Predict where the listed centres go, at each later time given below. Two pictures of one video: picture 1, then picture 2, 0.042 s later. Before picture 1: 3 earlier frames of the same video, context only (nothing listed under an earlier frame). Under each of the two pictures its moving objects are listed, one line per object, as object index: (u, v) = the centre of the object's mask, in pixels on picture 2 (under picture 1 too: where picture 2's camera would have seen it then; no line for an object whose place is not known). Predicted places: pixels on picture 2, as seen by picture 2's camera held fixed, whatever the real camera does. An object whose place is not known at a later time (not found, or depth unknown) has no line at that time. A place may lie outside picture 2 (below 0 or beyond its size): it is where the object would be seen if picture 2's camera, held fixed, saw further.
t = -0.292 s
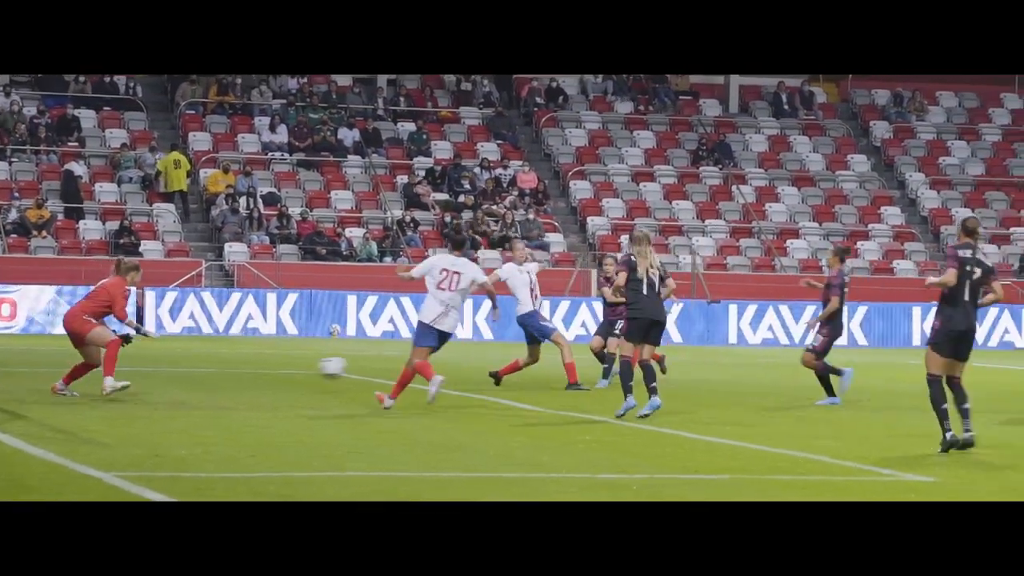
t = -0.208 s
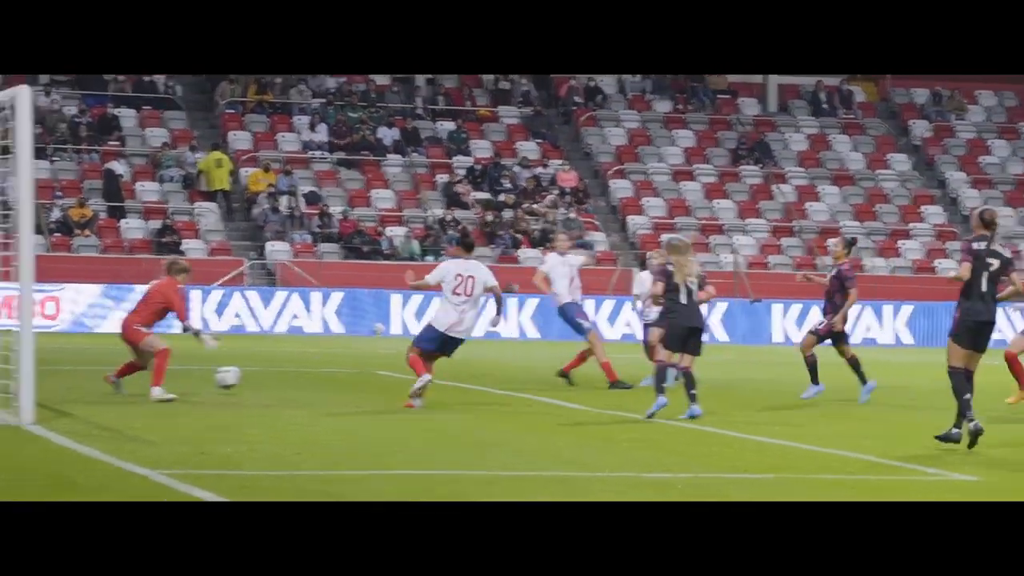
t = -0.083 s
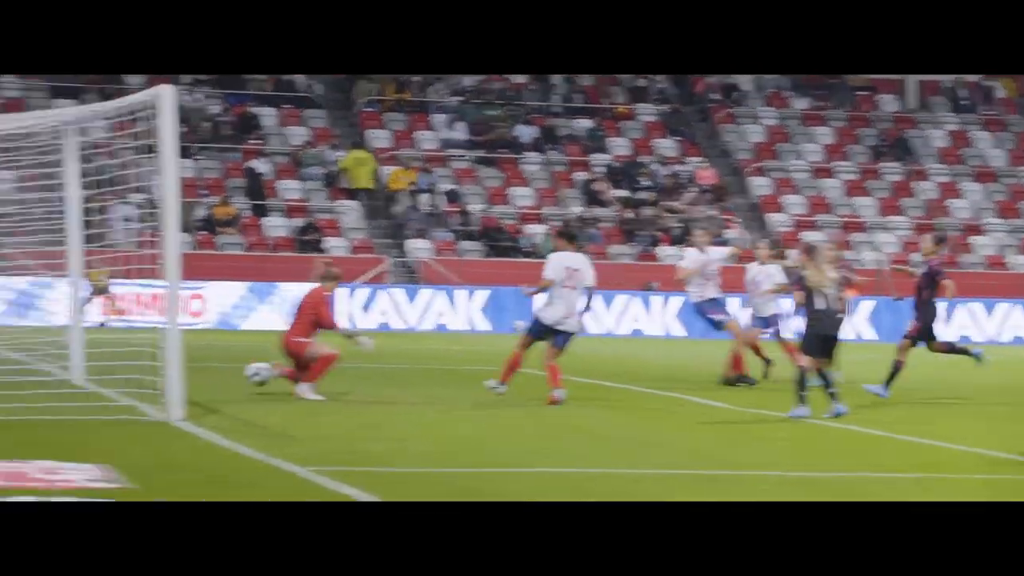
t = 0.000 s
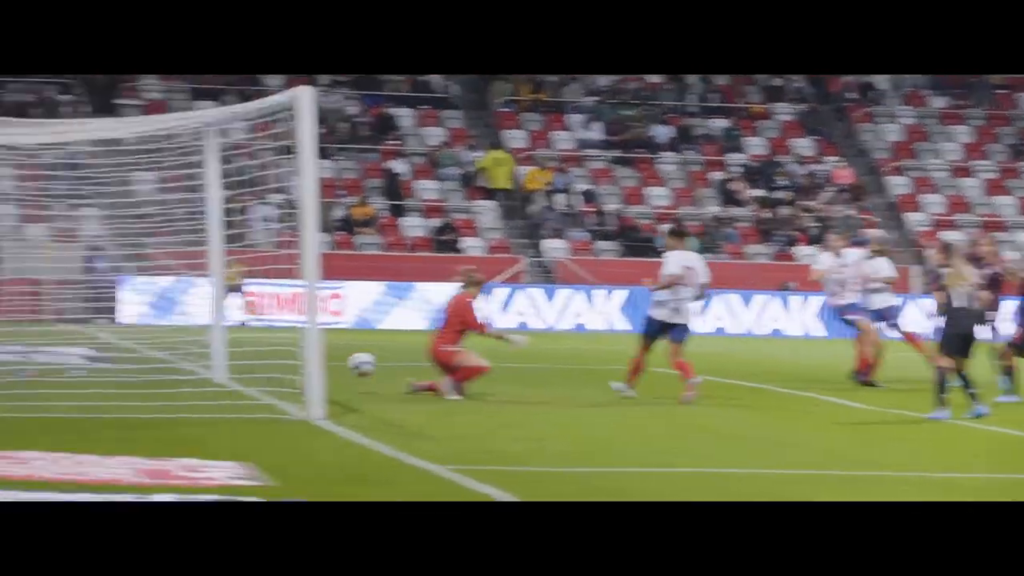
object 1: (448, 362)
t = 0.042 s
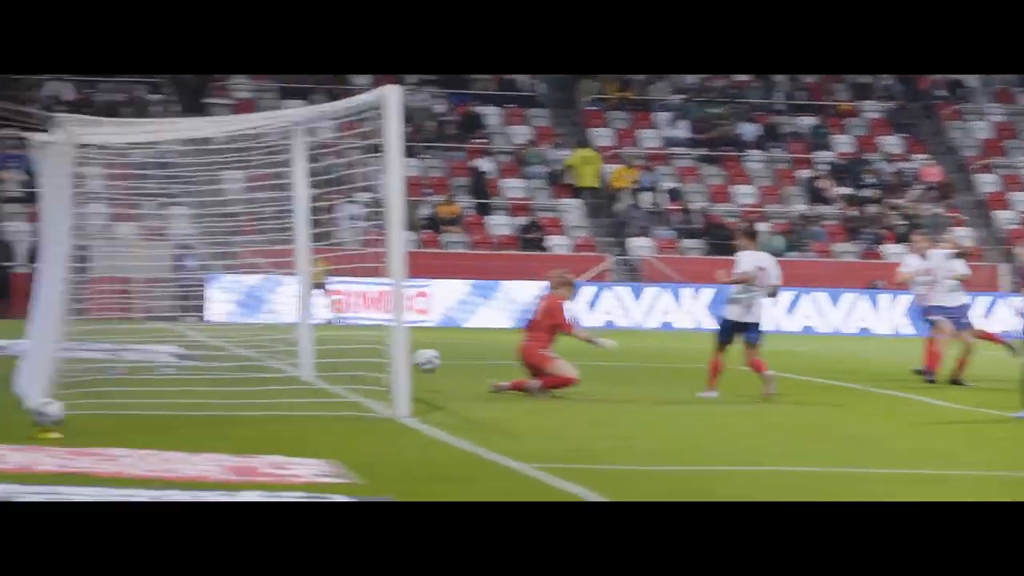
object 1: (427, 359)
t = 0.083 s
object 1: (417, 360)
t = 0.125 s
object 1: (386, 363)
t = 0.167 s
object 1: (377, 367)
